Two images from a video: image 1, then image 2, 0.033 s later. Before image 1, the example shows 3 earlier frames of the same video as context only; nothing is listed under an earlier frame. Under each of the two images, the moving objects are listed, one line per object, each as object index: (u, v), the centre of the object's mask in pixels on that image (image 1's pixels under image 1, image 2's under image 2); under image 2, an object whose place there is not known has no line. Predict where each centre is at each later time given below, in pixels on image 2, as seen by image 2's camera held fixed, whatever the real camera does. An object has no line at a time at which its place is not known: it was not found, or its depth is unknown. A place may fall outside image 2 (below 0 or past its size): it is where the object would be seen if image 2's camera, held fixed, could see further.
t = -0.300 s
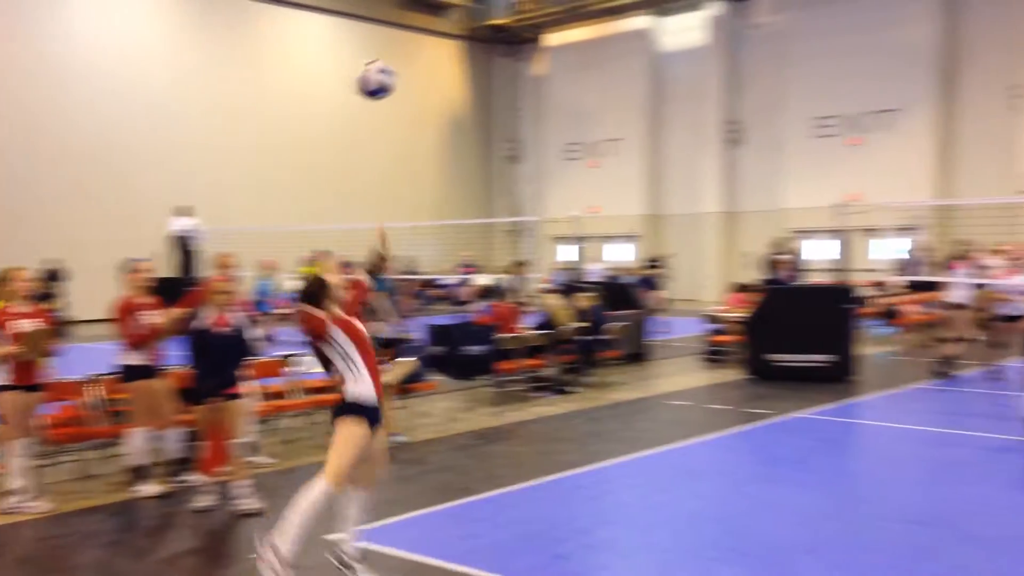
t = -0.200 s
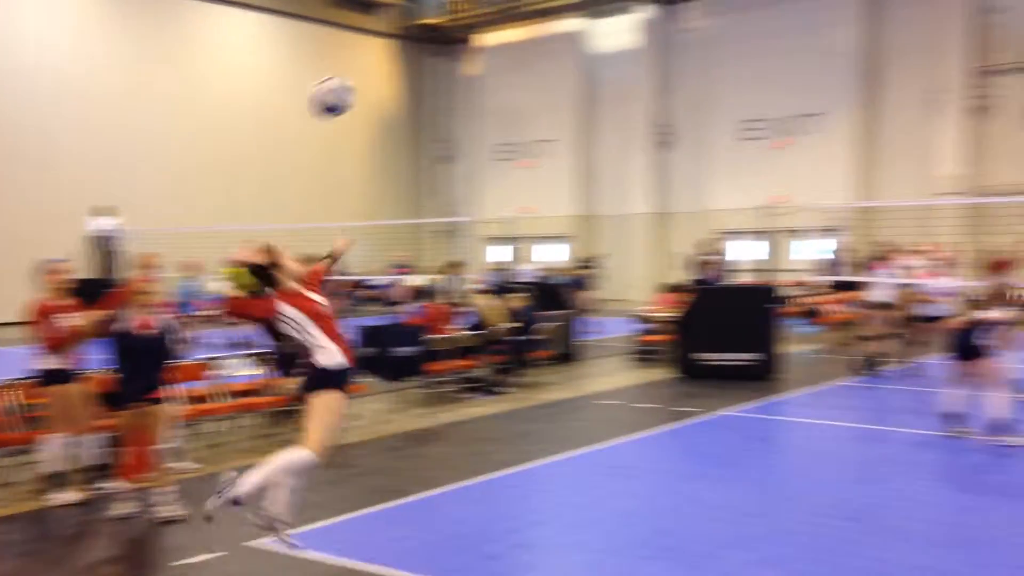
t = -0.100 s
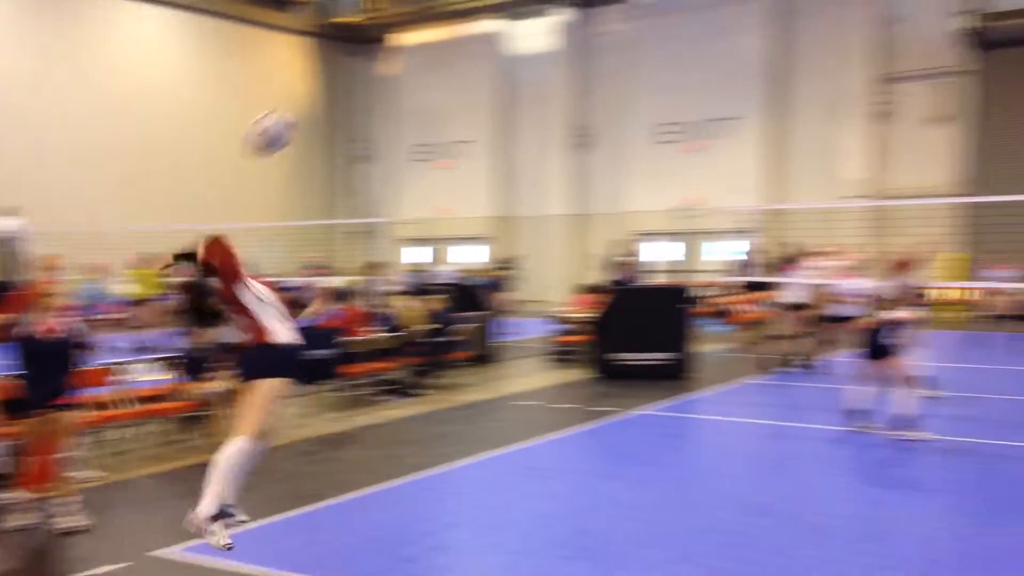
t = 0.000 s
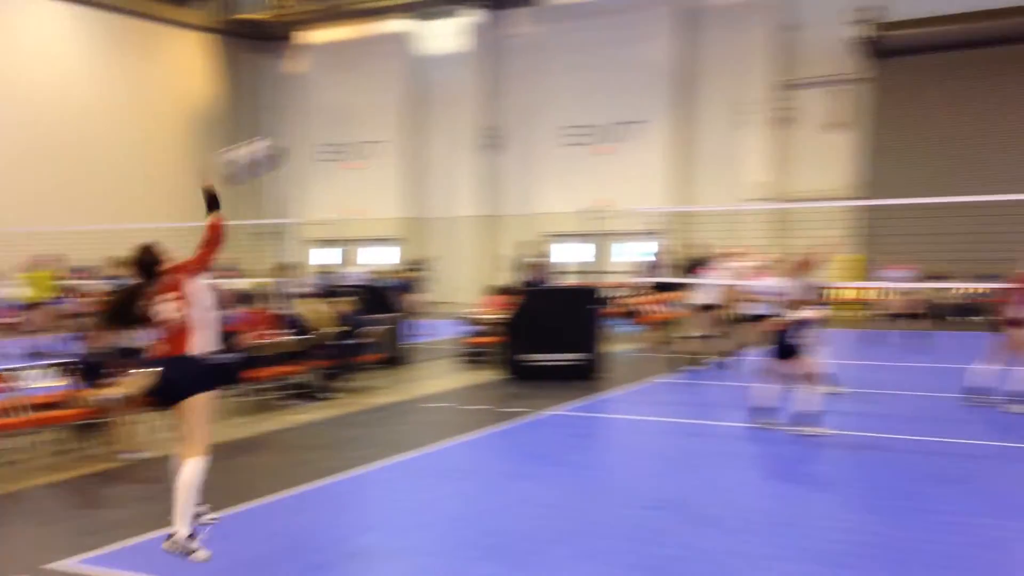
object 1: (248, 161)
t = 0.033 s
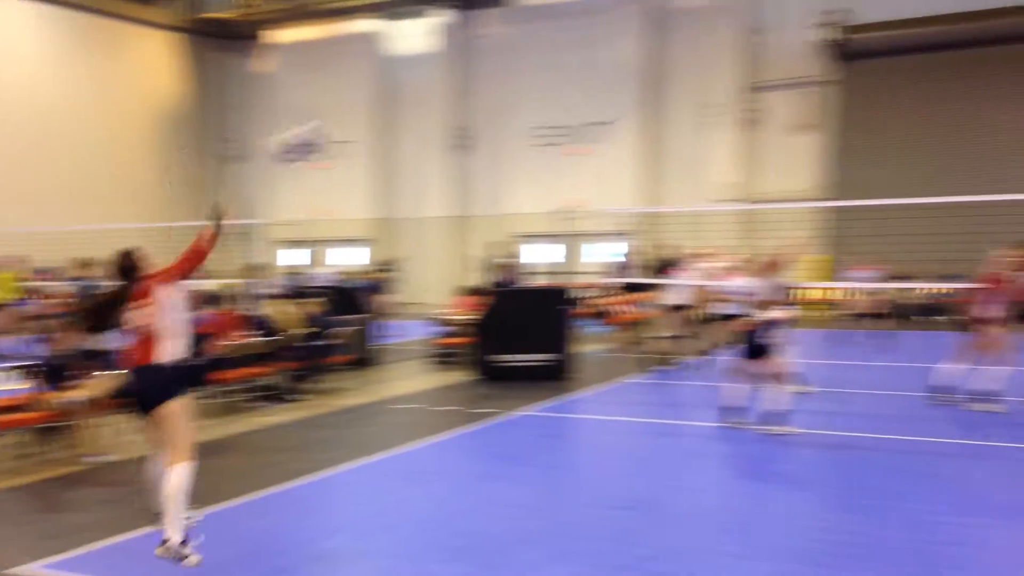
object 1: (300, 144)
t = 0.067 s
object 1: (362, 130)
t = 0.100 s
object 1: (415, 119)
